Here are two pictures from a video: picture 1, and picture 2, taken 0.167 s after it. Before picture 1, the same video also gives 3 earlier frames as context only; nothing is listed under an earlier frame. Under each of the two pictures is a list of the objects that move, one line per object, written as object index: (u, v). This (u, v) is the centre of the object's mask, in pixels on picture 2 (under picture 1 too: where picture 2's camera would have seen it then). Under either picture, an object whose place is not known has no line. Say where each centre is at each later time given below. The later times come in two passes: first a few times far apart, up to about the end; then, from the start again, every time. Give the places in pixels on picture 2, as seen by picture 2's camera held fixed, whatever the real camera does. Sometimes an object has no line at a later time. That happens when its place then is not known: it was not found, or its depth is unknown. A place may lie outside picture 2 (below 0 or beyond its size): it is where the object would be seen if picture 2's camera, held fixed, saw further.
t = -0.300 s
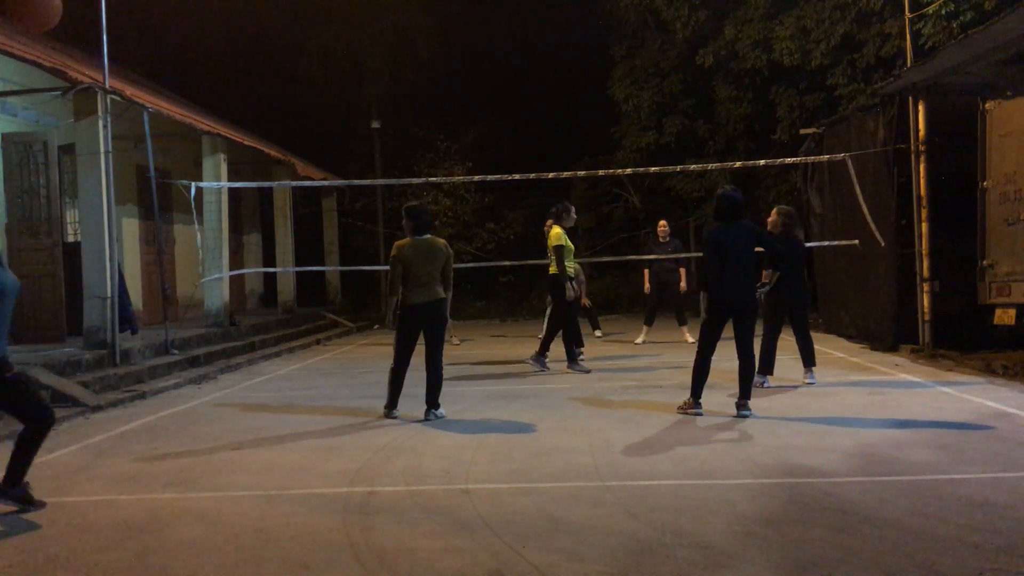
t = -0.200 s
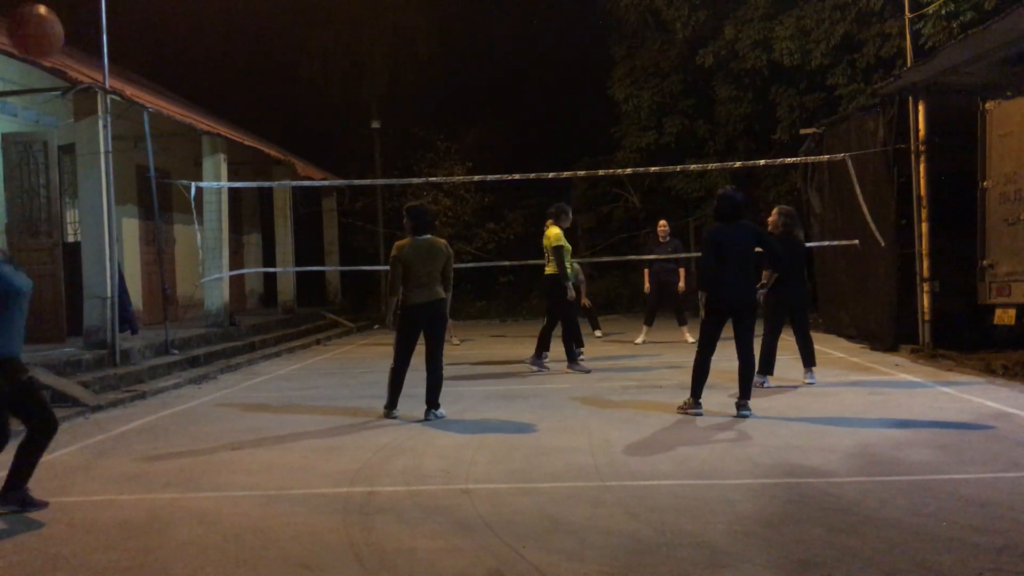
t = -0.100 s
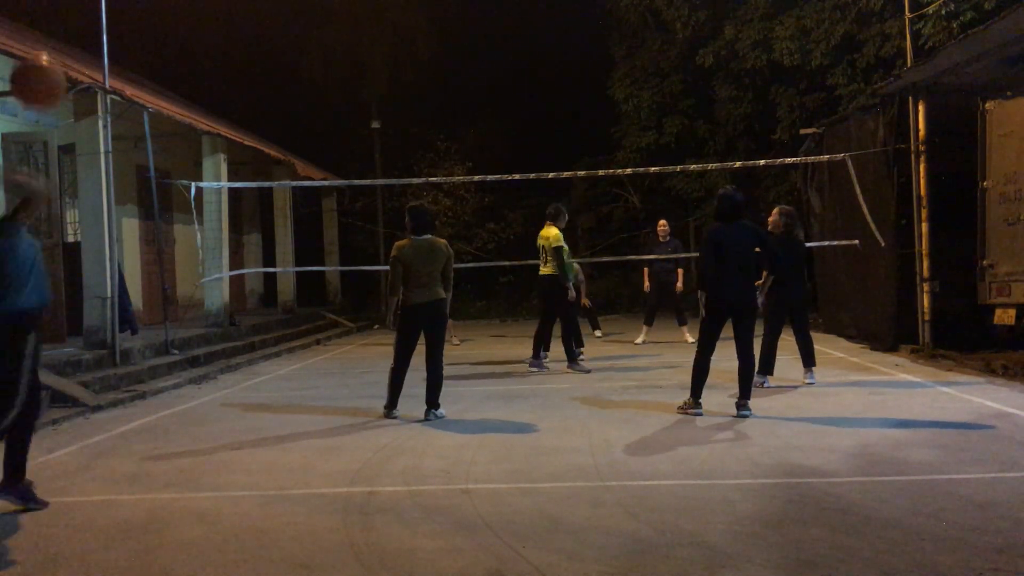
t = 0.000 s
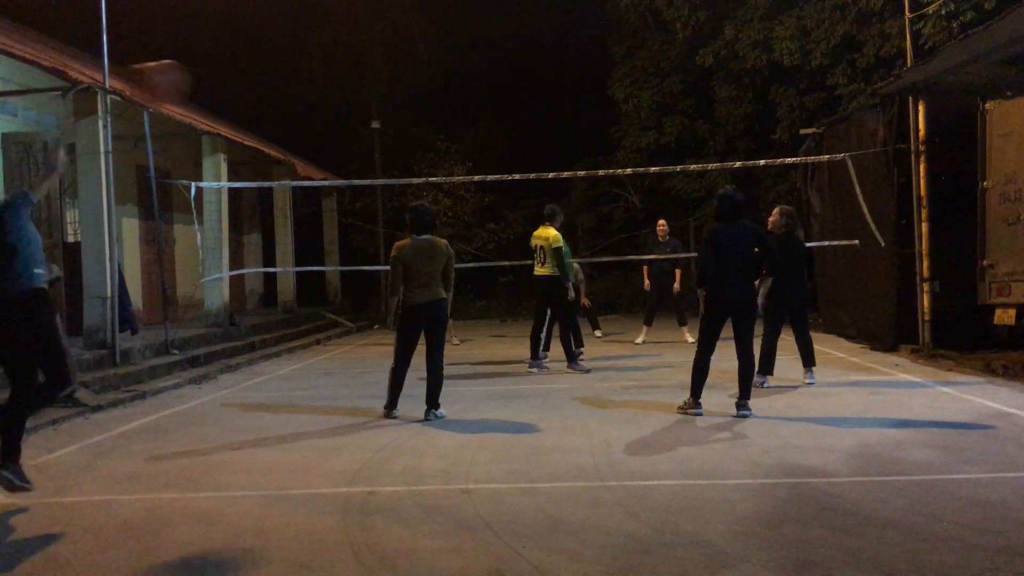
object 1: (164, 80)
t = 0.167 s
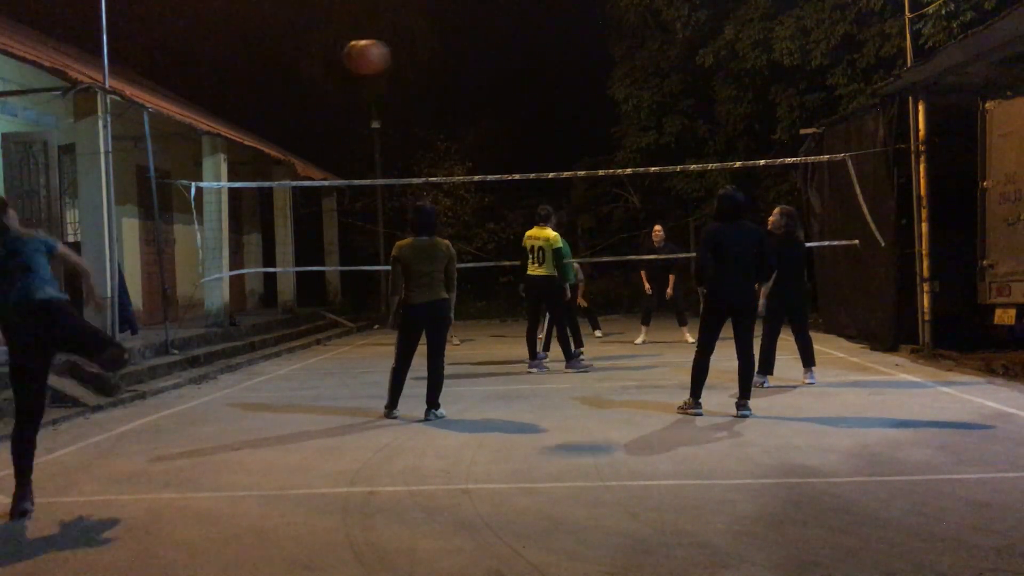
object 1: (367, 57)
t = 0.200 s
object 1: (396, 57)
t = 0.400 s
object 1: (519, 82)
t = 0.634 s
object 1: (606, 146)
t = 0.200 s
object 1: (396, 57)
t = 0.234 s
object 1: (421, 58)
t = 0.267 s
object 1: (443, 60)
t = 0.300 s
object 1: (466, 64)
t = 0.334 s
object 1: (484, 69)
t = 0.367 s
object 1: (501, 75)
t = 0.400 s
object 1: (519, 82)
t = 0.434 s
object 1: (533, 89)
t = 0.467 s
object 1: (547, 97)
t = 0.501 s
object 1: (561, 107)
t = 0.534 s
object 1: (573, 116)
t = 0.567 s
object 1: (585, 125)
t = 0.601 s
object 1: (596, 136)
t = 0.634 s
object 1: (606, 146)
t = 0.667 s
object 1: (617, 157)
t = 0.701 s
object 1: (626, 169)
